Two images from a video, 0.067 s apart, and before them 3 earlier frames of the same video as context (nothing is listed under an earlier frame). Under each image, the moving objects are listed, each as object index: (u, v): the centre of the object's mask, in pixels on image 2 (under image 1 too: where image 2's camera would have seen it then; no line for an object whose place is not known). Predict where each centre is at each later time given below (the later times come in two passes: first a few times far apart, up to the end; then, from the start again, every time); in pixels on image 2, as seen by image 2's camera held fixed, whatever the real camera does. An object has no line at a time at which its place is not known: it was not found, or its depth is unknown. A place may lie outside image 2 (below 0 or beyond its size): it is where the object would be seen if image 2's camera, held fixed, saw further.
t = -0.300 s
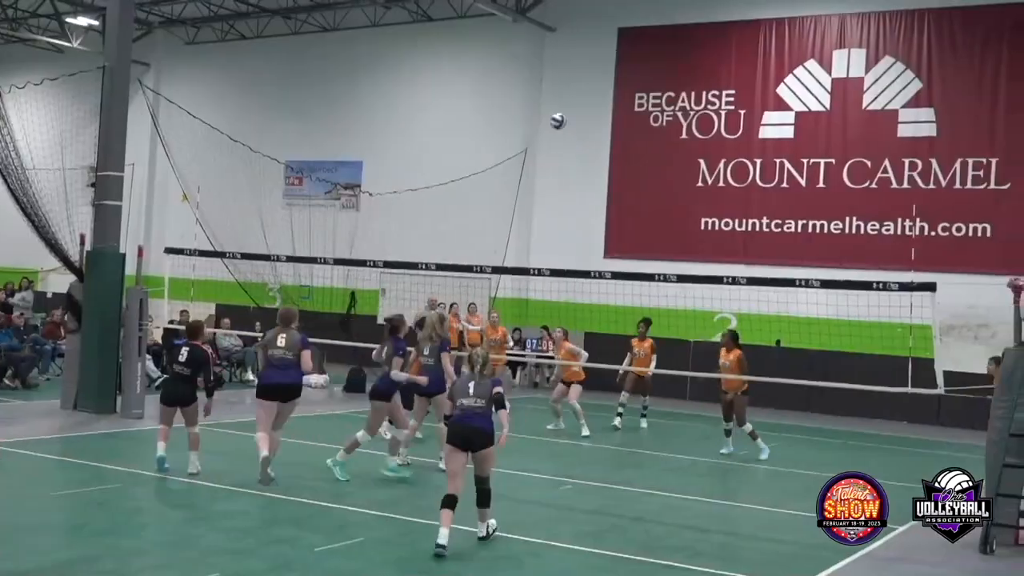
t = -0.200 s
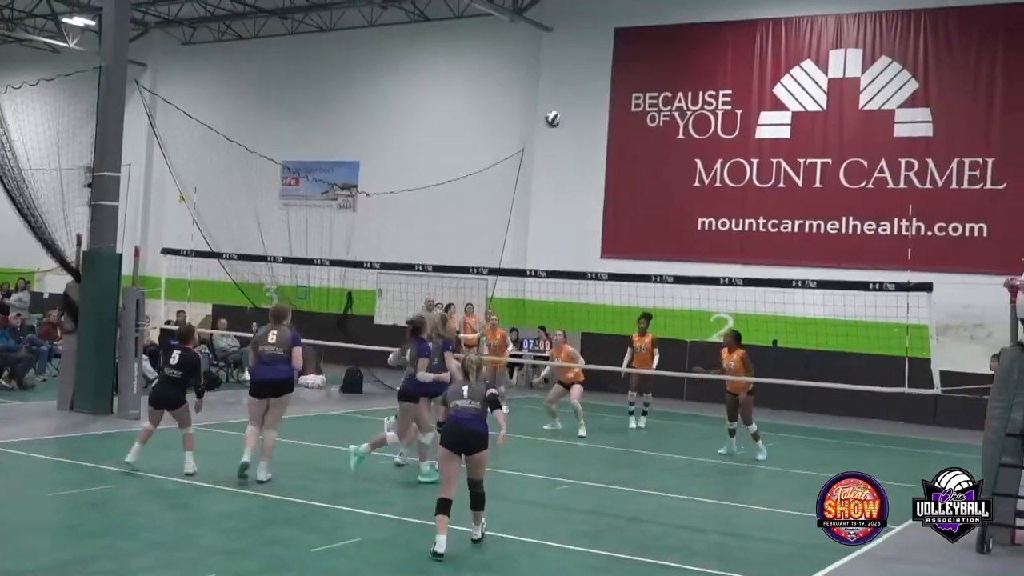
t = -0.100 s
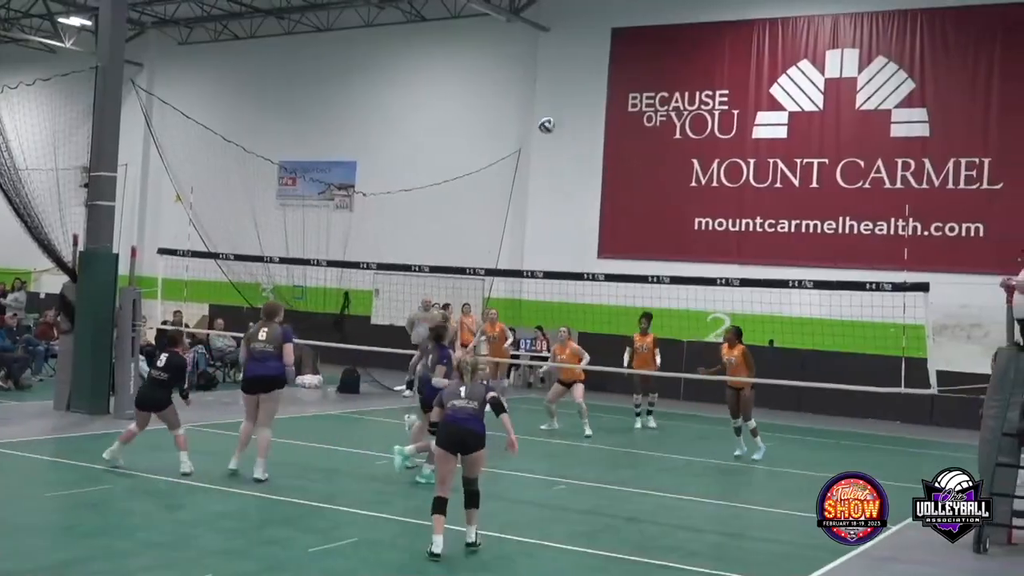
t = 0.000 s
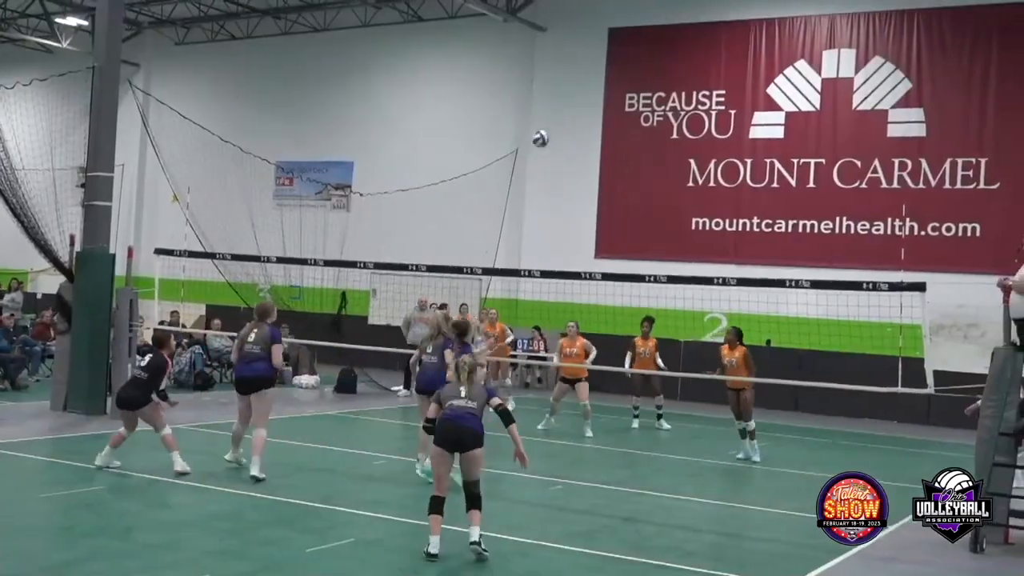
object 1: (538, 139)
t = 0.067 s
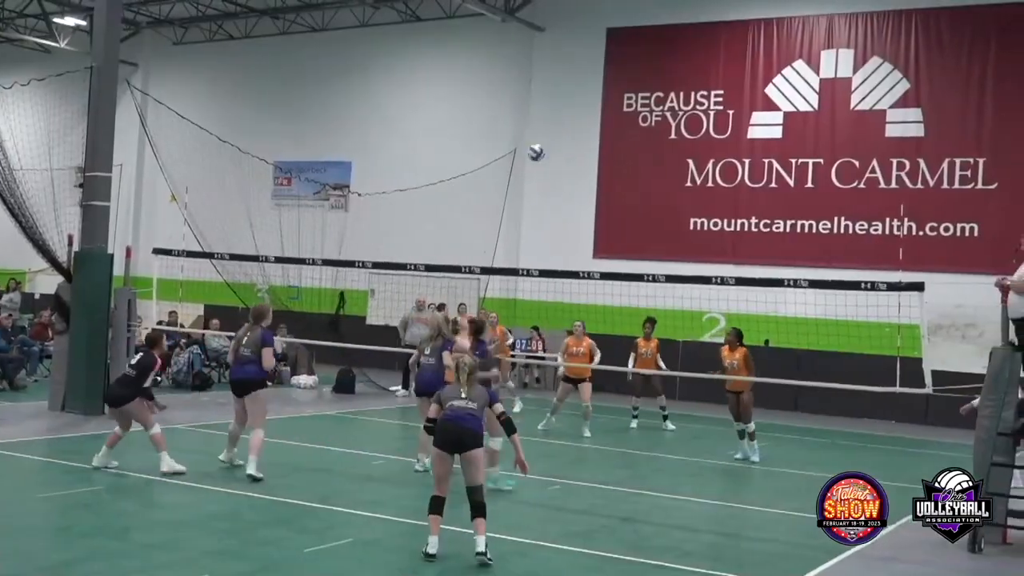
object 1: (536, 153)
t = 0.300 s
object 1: (524, 229)
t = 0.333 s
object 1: (523, 243)
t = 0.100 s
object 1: (535, 160)
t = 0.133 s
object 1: (533, 170)
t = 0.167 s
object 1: (531, 180)
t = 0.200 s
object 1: (529, 191)
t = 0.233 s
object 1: (528, 202)
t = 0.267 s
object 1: (526, 216)
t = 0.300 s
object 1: (524, 229)
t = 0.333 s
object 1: (523, 243)
